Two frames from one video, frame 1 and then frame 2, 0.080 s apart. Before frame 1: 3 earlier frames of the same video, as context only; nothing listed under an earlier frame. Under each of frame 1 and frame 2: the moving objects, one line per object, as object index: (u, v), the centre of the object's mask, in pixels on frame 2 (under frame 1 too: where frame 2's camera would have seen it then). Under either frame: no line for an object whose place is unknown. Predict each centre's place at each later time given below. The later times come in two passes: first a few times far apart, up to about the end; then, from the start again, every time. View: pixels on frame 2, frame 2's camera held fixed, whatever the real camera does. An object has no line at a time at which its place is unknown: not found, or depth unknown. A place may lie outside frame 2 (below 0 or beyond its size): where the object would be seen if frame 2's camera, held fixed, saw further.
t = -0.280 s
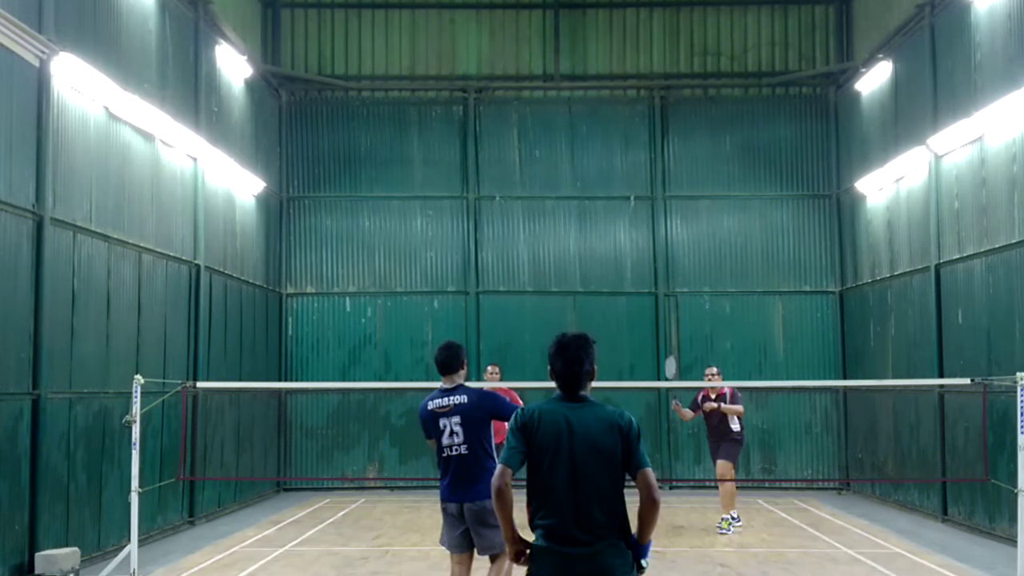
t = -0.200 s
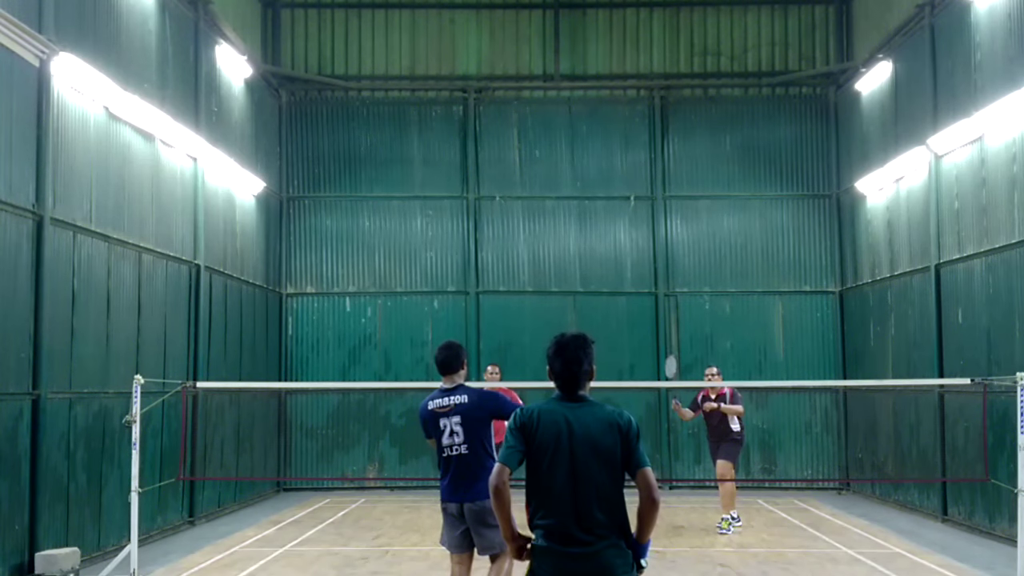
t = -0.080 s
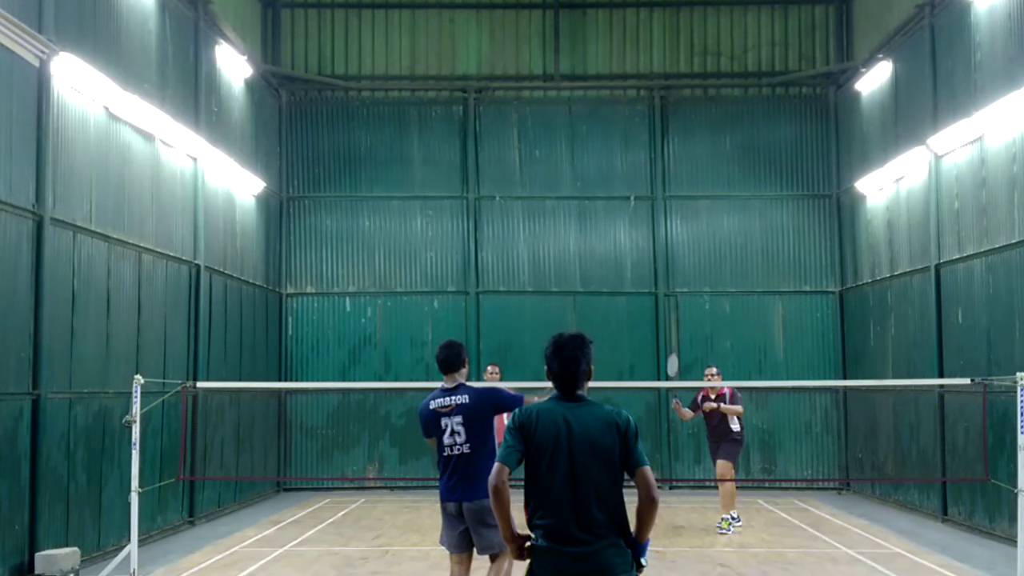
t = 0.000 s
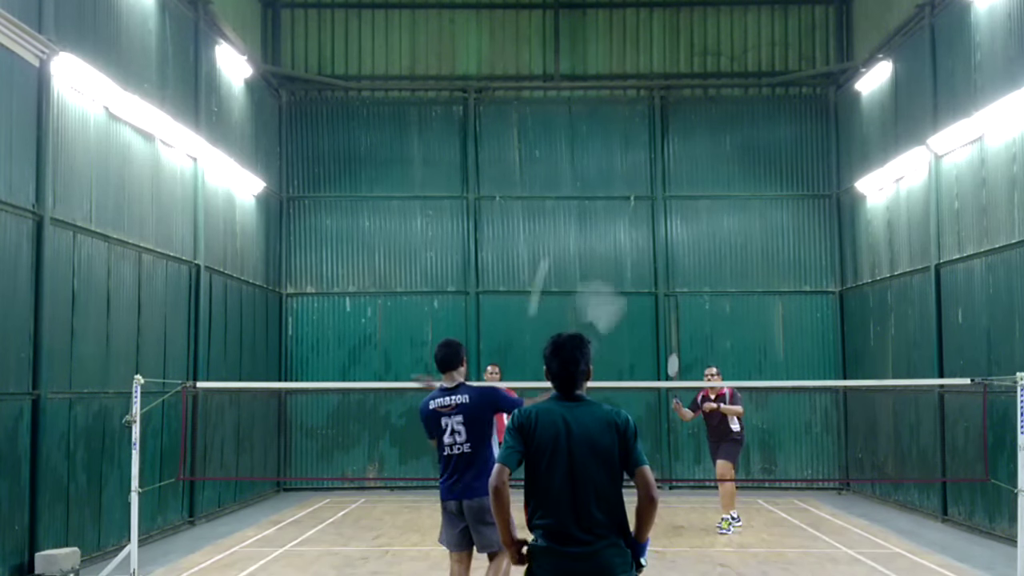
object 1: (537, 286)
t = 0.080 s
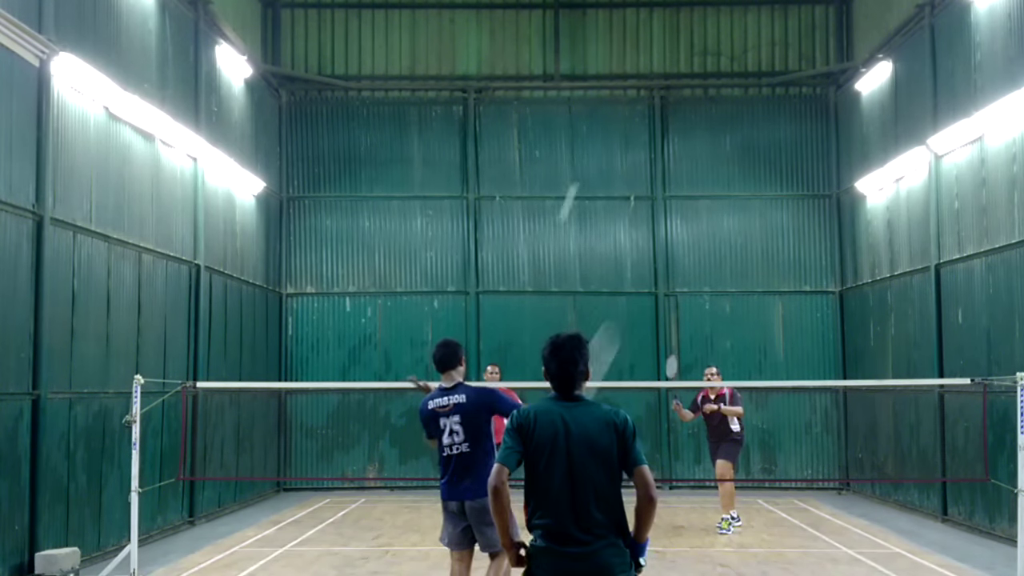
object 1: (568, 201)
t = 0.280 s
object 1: (612, 102)
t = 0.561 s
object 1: (645, 81)
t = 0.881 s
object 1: (666, 139)
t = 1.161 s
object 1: (677, 233)
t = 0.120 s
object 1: (579, 172)
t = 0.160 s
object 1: (589, 148)
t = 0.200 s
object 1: (597, 129)
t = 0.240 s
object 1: (605, 114)
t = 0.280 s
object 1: (612, 102)
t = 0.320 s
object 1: (618, 93)
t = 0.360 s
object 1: (623, 87)
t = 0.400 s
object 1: (628, 82)
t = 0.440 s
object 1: (633, 79)
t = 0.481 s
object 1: (637, 78)
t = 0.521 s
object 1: (641, 78)
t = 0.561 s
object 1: (645, 81)
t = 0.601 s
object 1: (648, 84)
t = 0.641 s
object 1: (652, 89)
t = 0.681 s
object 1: (655, 95)
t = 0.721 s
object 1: (657, 101)
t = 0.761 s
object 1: (659, 109)
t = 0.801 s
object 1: (662, 118)
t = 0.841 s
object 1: (664, 128)
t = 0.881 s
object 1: (666, 139)
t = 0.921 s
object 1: (668, 151)
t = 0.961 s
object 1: (670, 163)
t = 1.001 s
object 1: (672, 176)
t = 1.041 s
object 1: (674, 189)
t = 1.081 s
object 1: (675, 204)
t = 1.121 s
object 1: (676, 220)
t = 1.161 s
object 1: (677, 233)
